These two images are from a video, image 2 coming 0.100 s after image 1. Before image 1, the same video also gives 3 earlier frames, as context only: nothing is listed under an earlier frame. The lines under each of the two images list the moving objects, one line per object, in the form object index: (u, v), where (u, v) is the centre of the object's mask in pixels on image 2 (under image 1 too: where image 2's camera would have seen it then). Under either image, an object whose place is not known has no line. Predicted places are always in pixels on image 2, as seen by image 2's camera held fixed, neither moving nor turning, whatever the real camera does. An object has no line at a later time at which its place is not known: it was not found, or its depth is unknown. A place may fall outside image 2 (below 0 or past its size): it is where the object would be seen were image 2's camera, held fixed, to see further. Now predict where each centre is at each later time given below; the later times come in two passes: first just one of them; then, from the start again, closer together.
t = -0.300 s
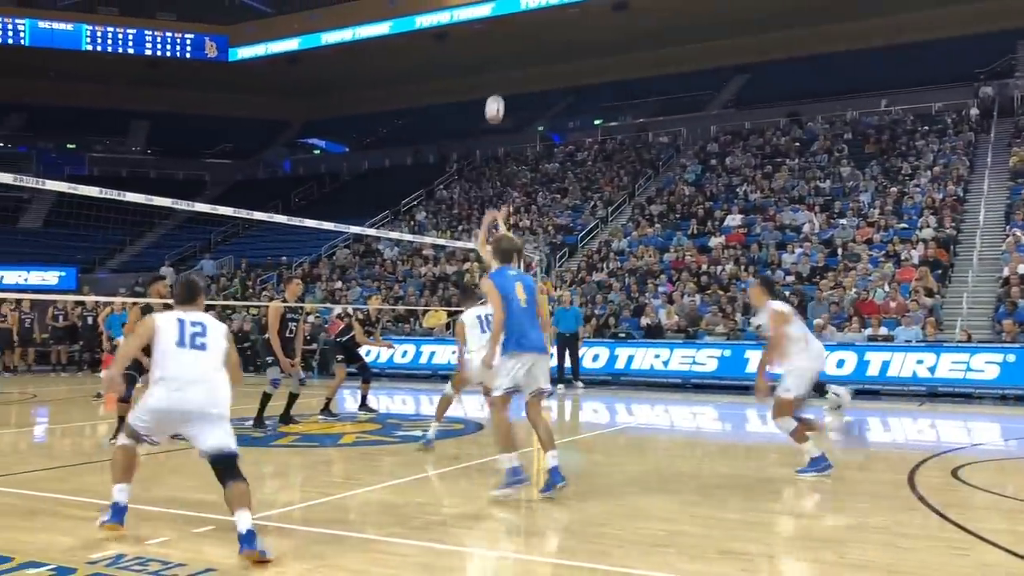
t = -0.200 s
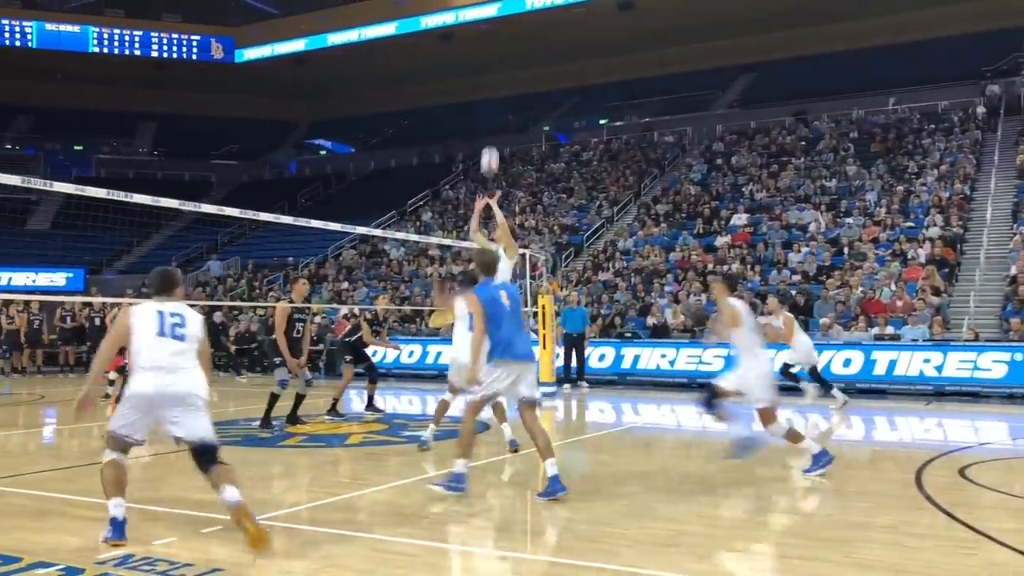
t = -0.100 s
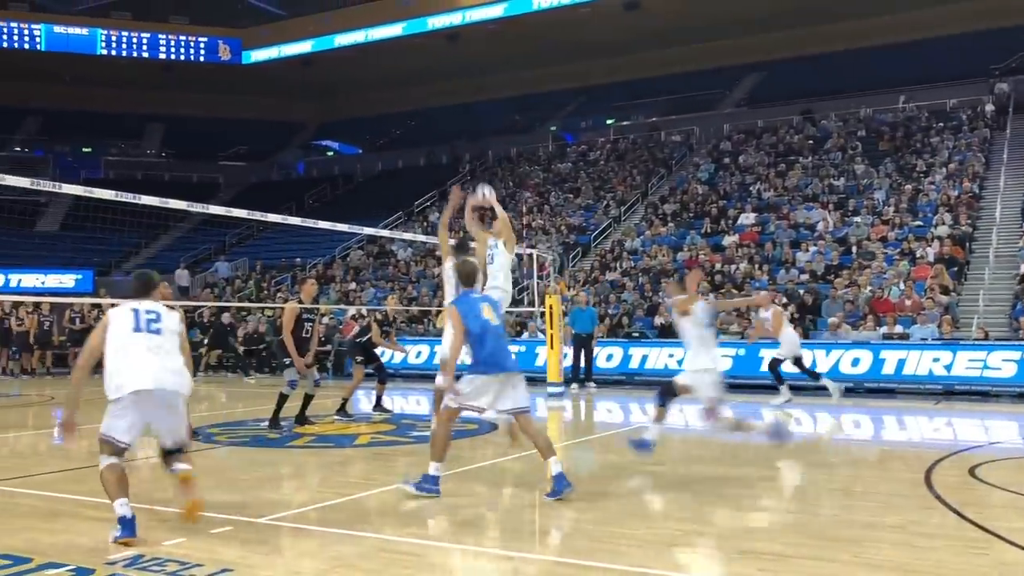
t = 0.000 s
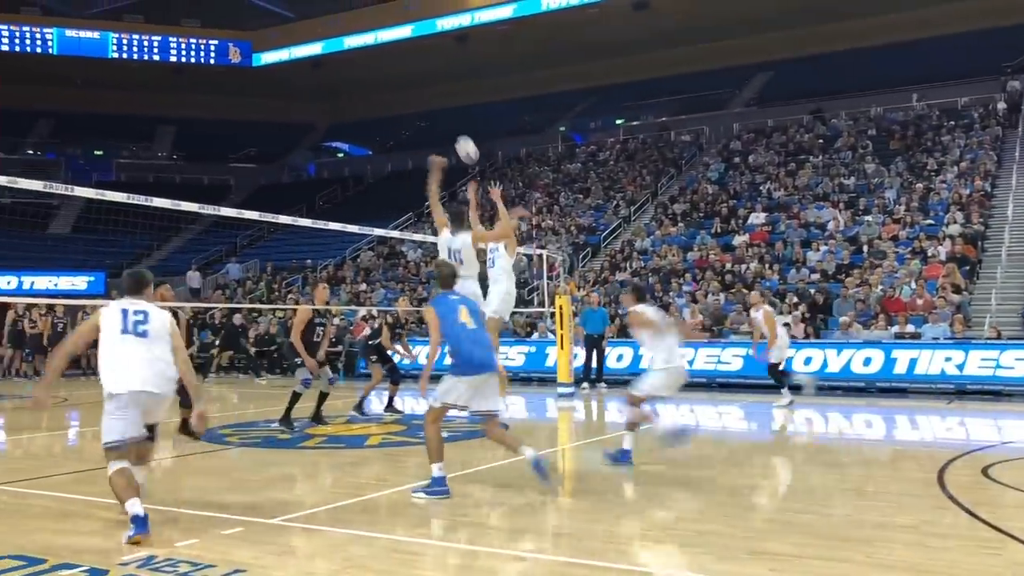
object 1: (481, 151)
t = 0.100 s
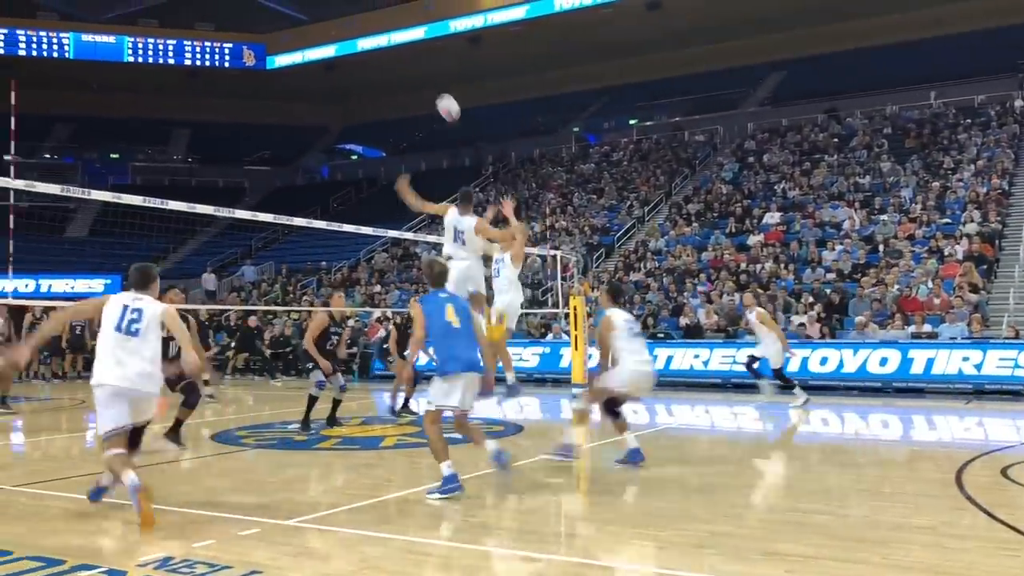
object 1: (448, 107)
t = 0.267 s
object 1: (392, 55)
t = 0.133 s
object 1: (437, 95)
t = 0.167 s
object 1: (425, 83)
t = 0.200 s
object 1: (415, 72)
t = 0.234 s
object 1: (403, 62)
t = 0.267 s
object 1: (392, 55)
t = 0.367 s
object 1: (359, 30)
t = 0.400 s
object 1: (348, 25)
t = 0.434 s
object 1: (337, 21)
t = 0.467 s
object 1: (326, 17)
